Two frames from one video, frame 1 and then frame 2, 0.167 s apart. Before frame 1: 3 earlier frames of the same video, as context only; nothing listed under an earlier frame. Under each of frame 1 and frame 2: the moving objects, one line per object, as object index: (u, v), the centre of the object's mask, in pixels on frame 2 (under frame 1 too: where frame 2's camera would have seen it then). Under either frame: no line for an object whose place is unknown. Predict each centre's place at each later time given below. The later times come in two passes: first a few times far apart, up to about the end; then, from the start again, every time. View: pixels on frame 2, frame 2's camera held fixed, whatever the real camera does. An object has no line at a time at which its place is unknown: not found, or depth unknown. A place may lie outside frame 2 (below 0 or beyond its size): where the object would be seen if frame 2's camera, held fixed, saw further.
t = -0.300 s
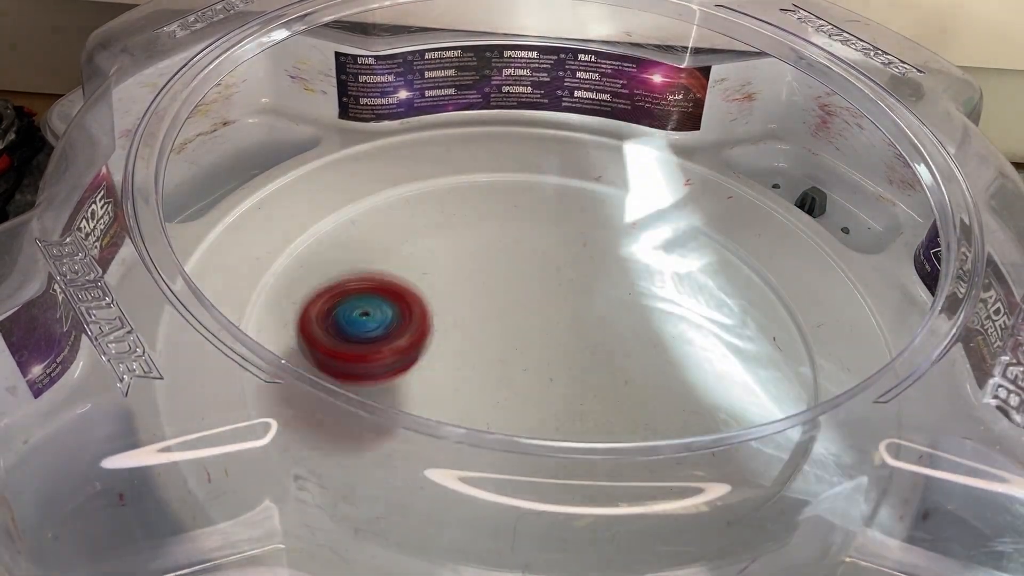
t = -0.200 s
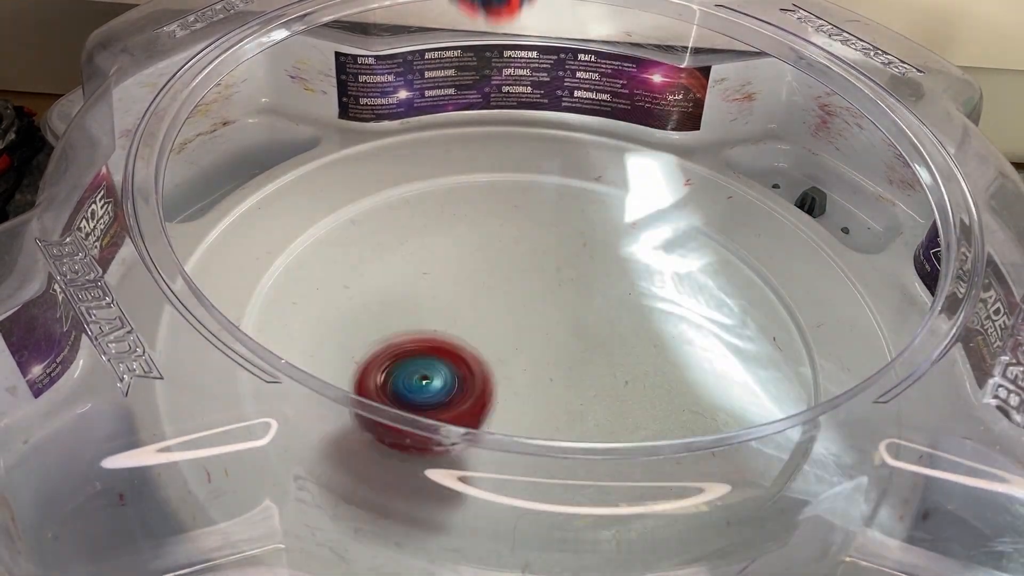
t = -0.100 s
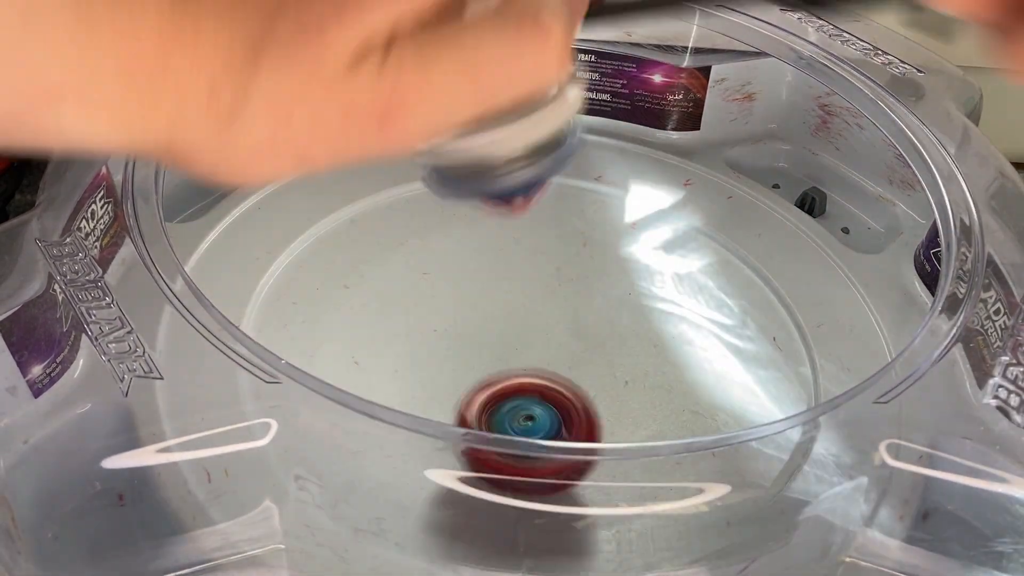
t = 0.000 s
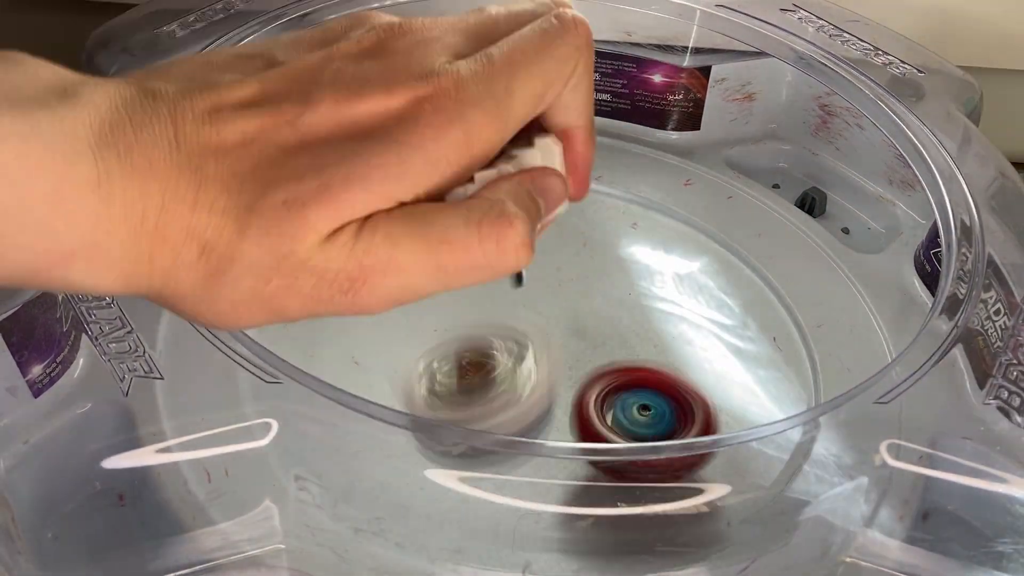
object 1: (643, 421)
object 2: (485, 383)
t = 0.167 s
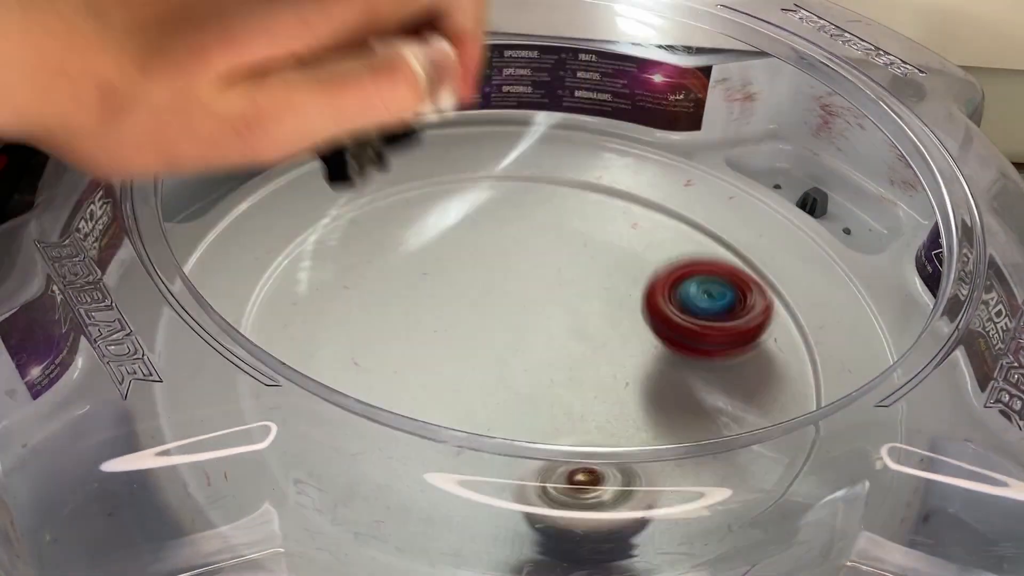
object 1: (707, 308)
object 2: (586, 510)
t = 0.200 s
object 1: (692, 282)
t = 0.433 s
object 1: (475, 215)
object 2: (580, 403)
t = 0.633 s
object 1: (325, 323)
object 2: (464, 371)
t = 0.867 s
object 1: (414, 486)
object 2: (536, 410)
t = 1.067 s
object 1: (569, 459)
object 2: (648, 297)
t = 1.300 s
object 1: (565, 269)
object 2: (483, 198)
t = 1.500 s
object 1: (516, 283)
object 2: (290, 183)
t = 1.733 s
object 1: (493, 329)
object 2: (278, 313)
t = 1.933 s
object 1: (570, 341)
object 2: (512, 425)
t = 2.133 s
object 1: (605, 282)
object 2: (686, 355)
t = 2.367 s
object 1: (497, 225)
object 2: (696, 233)
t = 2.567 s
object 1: (429, 279)
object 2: (558, 230)
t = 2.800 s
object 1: (469, 376)
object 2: (536, 300)
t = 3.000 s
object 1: (525, 429)
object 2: (626, 276)
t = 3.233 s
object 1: (618, 404)
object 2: (603, 265)
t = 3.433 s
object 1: (606, 363)
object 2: (565, 261)
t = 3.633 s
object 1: (548, 398)
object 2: (504, 240)
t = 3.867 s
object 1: (560, 442)
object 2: (447, 283)
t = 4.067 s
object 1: (578, 424)
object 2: (492, 343)
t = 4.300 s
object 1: (571, 388)
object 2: (507, 294)
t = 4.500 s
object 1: (495, 365)
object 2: (478, 243)
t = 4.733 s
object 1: (436, 368)
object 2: (448, 237)
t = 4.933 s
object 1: (469, 363)
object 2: (473, 268)
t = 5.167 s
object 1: (488, 342)
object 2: (569, 236)
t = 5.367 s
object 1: (495, 323)
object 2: (593, 162)
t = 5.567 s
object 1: (483, 320)
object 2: (556, 222)
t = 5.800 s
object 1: (445, 409)
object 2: (675, 142)
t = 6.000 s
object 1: (522, 433)
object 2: (685, 144)
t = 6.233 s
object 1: (572, 352)
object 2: (640, 262)
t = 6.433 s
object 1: (449, 324)
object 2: (761, 241)
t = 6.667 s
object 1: (397, 315)
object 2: (681, 253)
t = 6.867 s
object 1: (436, 321)
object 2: (612, 386)
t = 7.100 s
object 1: (534, 301)
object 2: (707, 487)
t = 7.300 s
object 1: (584, 280)
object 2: (686, 406)
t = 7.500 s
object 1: (610, 246)
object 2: (477, 372)
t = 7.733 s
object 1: (575, 251)
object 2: (308, 442)
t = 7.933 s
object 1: (551, 322)
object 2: (465, 417)
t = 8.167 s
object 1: (677, 328)
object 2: (313, 339)
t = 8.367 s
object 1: (696, 330)
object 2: (298, 314)
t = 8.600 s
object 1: (612, 352)
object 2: (423, 264)
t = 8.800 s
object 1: (527, 357)
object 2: (518, 211)
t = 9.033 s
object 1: (455, 339)
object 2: (598, 184)
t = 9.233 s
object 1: (427, 308)
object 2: (614, 228)
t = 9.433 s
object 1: (443, 280)
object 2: (636, 333)
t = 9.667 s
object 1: (510, 270)
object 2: (679, 422)
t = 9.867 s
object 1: (571, 283)
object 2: (645, 411)
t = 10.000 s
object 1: (602, 298)
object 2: (560, 396)
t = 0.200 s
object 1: (692, 282)
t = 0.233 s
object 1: (672, 260)
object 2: (615, 485)
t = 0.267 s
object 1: (647, 243)
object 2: (622, 466)
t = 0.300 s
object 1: (617, 229)
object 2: (624, 460)
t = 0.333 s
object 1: (582, 218)
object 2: (621, 439)
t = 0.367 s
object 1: (547, 213)
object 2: (612, 417)
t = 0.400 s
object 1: (511, 211)
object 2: (600, 410)
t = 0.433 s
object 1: (475, 215)
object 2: (580, 403)
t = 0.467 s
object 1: (446, 223)
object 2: (557, 393)
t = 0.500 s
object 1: (413, 237)
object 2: (534, 380)
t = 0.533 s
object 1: (383, 257)
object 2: (509, 373)
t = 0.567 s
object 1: (362, 281)
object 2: (484, 365)
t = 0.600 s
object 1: (342, 306)
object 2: (467, 364)
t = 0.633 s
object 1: (325, 323)
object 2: (464, 371)
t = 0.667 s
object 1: (325, 339)
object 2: (461, 378)
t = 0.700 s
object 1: (321, 372)
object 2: (464, 384)
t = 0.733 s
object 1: (317, 398)
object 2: (482, 392)
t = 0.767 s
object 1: (325, 426)
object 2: (498, 399)
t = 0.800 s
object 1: (341, 459)
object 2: (512, 406)
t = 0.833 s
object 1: (375, 475)
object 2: (522, 417)
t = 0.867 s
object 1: (414, 486)
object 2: (536, 410)
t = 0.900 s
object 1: (425, 493)
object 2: (581, 405)
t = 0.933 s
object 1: (449, 500)
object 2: (613, 392)
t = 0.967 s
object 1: (480, 502)
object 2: (635, 368)
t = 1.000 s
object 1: (513, 501)
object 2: (648, 344)
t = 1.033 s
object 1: (543, 473)
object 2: (651, 320)
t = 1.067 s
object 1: (569, 459)
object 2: (648, 297)
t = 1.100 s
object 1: (592, 424)
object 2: (633, 271)
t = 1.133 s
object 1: (605, 397)
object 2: (615, 251)
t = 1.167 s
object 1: (611, 372)
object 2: (593, 232)
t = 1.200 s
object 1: (607, 346)
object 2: (567, 221)
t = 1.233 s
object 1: (598, 318)
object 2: (539, 212)
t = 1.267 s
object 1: (584, 292)
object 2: (511, 201)
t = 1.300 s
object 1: (565, 269)
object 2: (483, 198)
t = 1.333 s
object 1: (566, 269)
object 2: (437, 180)
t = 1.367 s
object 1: (562, 272)
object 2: (398, 160)
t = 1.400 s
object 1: (551, 275)
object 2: (366, 157)
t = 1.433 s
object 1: (541, 277)
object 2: (337, 164)
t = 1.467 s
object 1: (527, 279)
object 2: (312, 172)
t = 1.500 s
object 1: (516, 283)
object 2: (290, 183)
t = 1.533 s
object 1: (508, 285)
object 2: (270, 195)
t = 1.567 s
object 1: (498, 290)
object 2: (254, 208)
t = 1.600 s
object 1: (494, 296)
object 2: (244, 224)
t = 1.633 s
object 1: (489, 303)
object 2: (242, 245)
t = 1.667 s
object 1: (487, 312)
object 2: (245, 264)
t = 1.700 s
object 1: (490, 320)
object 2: (259, 288)
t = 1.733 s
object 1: (493, 329)
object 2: (278, 313)
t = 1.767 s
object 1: (503, 338)
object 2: (310, 338)
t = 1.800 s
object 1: (511, 343)
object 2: (339, 371)
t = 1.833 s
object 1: (521, 349)
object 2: (384, 391)
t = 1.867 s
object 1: (535, 351)
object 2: (432, 407)
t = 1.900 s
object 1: (551, 348)
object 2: (478, 414)
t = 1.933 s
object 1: (570, 341)
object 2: (512, 425)
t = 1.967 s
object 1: (584, 332)
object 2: (551, 425)
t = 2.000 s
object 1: (597, 323)
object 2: (590, 406)
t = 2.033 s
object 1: (603, 312)
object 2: (611, 402)
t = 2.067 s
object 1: (608, 304)
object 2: (646, 392)
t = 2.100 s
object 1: (606, 291)
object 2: (668, 375)
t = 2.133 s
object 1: (605, 282)
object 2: (686, 355)
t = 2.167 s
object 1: (601, 271)
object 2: (702, 328)
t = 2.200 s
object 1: (587, 258)
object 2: (719, 314)
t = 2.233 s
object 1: (567, 244)
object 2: (728, 296)
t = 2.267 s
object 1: (547, 235)
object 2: (726, 279)
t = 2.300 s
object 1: (530, 228)
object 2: (721, 264)
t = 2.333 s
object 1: (513, 226)
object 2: (709, 247)
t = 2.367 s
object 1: (497, 225)
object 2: (696, 233)
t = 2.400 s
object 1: (481, 229)
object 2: (678, 222)
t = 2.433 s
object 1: (467, 234)
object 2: (658, 214)
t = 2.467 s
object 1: (452, 242)
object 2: (625, 214)
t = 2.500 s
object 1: (442, 253)
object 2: (603, 216)
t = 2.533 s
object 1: (432, 266)
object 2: (578, 220)
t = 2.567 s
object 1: (429, 279)
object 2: (558, 230)
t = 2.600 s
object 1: (427, 295)
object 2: (535, 239)
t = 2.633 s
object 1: (432, 309)
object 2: (519, 253)
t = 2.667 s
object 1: (428, 329)
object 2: (517, 260)
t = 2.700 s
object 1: (431, 345)
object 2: (518, 271)
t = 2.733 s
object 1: (437, 361)
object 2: (521, 280)
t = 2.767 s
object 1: (451, 369)
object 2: (527, 290)
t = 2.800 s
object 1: (469, 376)
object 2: (536, 300)
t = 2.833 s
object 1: (485, 384)
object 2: (548, 306)
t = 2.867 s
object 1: (490, 391)
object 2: (580, 298)
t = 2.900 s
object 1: (496, 411)
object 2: (599, 294)
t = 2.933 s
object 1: (504, 415)
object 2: (612, 289)
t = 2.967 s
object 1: (515, 424)
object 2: (621, 282)
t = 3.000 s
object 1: (525, 429)
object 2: (626, 276)
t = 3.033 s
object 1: (537, 431)
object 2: (626, 269)
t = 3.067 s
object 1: (552, 434)
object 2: (625, 265)
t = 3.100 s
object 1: (565, 435)
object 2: (623, 261)
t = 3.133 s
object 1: (582, 432)
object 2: (620, 260)
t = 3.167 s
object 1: (597, 428)
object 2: (615, 261)
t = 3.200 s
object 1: (608, 420)
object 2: (609, 262)
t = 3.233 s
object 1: (618, 404)
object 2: (603, 265)
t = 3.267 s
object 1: (625, 398)
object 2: (597, 267)
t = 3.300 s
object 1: (626, 391)
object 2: (590, 273)
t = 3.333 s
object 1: (625, 378)
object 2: (586, 280)
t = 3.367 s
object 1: (621, 371)
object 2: (582, 275)
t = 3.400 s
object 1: (614, 368)
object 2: (572, 268)
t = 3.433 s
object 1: (606, 363)
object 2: (565, 261)
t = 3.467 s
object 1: (595, 358)
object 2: (555, 261)
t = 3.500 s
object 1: (582, 357)
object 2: (546, 261)
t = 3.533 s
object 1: (569, 356)
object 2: (539, 266)
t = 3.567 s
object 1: (560, 376)
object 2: (527, 250)
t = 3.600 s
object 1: (552, 391)
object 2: (517, 242)
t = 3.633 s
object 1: (548, 398)
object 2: (504, 240)
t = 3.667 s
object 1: (547, 404)
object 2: (492, 240)
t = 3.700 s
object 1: (544, 423)
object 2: (480, 244)
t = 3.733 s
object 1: (546, 431)
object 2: (470, 249)
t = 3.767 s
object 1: (549, 436)
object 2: (460, 255)
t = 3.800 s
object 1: (552, 442)
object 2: (453, 264)
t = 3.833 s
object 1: (555, 443)
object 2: (449, 273)
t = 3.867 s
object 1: (560, 442)
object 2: (447, 283)
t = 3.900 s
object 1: (568, 457)
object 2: (448, 294)
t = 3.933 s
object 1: (572, 444)
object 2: (452, 307)
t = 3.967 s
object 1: (576, 444)
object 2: (459, 319)
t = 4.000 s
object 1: (577, 438)
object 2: (469, 334)
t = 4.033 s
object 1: (576, 428)
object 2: (482, 344)
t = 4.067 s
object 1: (578, 424)
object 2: (492, 343)
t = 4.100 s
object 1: (587, 424)
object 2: (493, 331)
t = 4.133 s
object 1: (592, 420)
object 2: (496, 326)
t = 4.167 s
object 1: (593, 406)
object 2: (499, 320)
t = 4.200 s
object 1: (592, 404)
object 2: (504, 316)
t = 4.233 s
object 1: (588, 399)
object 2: (506, 311)
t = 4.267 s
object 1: (578, 391)
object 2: (509, 307)
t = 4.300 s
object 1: (571, 388)
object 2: (507, 294)
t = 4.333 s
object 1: (562, 382)
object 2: (505, 282)
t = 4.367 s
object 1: (550, 380)
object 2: (501, 270)
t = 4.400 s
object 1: (538, 375)
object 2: (495, 260)
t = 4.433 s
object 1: (522, 370)
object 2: (490, 253)
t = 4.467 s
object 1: (509, 368)
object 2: (484, 248)
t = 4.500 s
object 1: (495, 365)
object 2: (478, 243)
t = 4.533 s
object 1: (480, 365)
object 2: (471, 238)
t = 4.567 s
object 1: (468, 363)
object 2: (466, 233)
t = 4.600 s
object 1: (456, 363)
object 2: (459, 232)
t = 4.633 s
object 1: (449, 365)
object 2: (455, 230)
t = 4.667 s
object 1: (441, 364)
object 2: (451, 231)
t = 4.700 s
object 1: (437, 367)
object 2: (448, 234)
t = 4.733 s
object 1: (436, 368)
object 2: (448, 237)
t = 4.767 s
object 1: (436, 369)
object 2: (448, 241)
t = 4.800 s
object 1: (442, 371)
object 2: (449, 245)
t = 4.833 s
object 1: (448, 371)
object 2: (451, 251)
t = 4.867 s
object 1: (456, 370)
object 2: (458, 258)
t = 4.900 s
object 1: (461, 368)
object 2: (466, 265)
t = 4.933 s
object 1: (469, 363)
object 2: (473, 268)
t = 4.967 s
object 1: (472, 364)
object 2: (488, 267)
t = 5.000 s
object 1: (479, 360)
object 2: (503, 266)
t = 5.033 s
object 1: (484, 355)
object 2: (515, 263)
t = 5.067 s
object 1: (488, 349)
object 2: (526, 261)
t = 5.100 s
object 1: (490, 345)
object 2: (538, 258)
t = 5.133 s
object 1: (488, 343)
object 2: (552, 249)
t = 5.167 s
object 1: (488, 342)
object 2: (569, 236)
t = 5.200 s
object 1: (489, 339)
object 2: (583, 221)
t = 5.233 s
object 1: (490, 337)
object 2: (592, 208)
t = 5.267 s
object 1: (491, 334)
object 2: (598, 193)
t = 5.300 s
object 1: (493, 330)
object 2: (603, 181)
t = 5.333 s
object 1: (495, 327)
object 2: (601, 167)
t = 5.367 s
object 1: (495, 323)
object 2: (593, 162)
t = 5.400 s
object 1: (496, 319)
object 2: (581, 170)
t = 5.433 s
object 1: (497, 316)
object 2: (569, 177)
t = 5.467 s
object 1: (497, 314)
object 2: (556, 186)
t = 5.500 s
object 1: (497, 310)
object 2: (548, 200)
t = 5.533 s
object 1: (498, 308)
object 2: (541, 219)
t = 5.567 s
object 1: (483, 320)
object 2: (556, 222)
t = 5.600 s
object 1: (461, 342)
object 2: (583, 203)
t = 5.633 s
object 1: (446, 361)
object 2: (607, 186)
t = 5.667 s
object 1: (439, 372)
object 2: (632, 164)
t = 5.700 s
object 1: (436, 380)
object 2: (645, 151)
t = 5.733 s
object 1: (439, 384)
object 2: (652, 153)
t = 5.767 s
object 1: (439, 402)
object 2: (663, 146)
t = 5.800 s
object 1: (445, 409)
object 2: (675, 142)
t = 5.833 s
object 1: (454, 415)
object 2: (690, 136)
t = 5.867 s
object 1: (464, 423)
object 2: (697, 133)
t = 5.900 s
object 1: (477, 428)
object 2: (701, 134)
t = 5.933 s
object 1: (491, 433)
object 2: (700, 134)
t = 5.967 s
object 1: (507, 435)
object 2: (693, 138)
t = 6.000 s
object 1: (522, 433)
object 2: (685, 144)
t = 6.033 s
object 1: (537, 426)
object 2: (678, 153)
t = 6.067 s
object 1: (551, 406)
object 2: (677, 162)
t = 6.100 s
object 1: (560, 400)
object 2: (676, 177)
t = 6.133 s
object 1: (566, 393)
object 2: (673, 197)
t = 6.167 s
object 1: (571, 380)
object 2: (663, 215)
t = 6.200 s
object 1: (573, 367)
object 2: (659, 237)
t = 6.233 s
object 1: (572, 352)
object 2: (640, 262)
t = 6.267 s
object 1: (560, 344)
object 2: (651, 278)
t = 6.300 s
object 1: (527, 343)
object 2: (691, 270)
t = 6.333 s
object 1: (500, 340)
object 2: (712, 264)
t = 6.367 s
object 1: (479, 334)
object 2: (730, 258)
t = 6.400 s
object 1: (461, 329)
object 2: (751, 251)
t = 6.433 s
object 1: (449, 324)
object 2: (761, 241)
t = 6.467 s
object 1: (438, 321)
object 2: (760, 236)
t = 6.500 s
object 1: (428, 319)
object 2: (754, 233)
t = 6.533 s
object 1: (419, 316)
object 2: (745, 229)
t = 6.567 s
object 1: (412, 316)
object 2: (727, 229)
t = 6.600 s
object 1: (407, 316)
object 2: (710, 232)
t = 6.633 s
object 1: (401, 315)
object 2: (696, 239)
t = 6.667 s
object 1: (397, 315)
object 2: (681, 253)
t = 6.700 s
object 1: (398, 316)
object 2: (662, 270)
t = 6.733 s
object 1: (401, 315)
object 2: (643, 295)
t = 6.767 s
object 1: (404, 317)
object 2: (628, 315)
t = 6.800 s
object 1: (413, 320)
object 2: (618, 339)
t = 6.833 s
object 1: (425, 320)
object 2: (614, 364)
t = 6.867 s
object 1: (436, 321)
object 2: (612, 386)
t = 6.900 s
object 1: (450, 321)
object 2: (614, 399)
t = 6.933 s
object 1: (465, 319)
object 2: (621, 423)
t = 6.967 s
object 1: (479, 316)
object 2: (634, 444)
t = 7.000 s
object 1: (494, 314)
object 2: (647, 460)
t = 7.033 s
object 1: (509, 310)
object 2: (661, 462)
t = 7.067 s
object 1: (521, 305)
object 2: (685, 487)
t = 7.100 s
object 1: (534, 301)
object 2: (707, 487)
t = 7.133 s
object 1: (545, 297)
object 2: (724, 483)
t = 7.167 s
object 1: (554, 293)
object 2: (739, 477)
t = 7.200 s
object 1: (564, 290)
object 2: (738, 461)
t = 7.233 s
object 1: (572, 285)
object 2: (734, 447)
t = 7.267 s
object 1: (578, 283)
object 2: (710, 428)
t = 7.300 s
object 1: (584, 280)
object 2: (686, 406)
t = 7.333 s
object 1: (590, 276)
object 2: (660, 396)
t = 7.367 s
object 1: (594, 273)
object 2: (620, 378)
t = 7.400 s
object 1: (600, 267)
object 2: (589, 360)
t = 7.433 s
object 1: (604, 261)
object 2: (553, 357)
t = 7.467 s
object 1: (610, 253)
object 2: (513, 366)
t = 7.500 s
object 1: (610, 246)
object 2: (477, 372)
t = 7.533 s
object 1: (611, 241)
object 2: (442, 377)
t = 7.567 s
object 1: (608, 236)
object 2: (416, 379)
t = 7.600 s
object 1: (604, 234)
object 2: (380, 396)
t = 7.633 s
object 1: (598, 233)
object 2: (358, 403)
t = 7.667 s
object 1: (590, 237)
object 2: (334, 417)
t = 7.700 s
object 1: (584, 242)
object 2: (311, 438)
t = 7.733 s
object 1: (575, 251)
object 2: (308, 442)
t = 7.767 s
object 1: (570, 261)
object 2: (322, 457)
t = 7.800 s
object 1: (564, 272)
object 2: (347, 465)
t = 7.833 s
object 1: (559, 284)
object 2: (375, 467)
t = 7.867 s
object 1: (555, 297)
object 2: (405, 461)
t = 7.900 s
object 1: (553, 310)
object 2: (441, 440)
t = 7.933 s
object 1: (551, 322)
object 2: (465, 417)
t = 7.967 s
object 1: (558, 330)
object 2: (475, 392)
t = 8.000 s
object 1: (589, 330)
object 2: (436, 385)
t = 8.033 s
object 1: (618, 328)
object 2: (405, 377)
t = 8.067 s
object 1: (640, 328)
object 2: (377, 369)
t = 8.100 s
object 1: (657, 327)
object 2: (353, 359)
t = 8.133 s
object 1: (667, 327)
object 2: (334, 350)
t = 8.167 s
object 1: (677, 328)
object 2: (313, 339)
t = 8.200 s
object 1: (685, 328)
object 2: (297, 331)
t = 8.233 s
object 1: (691, 326)
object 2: (280, 320)
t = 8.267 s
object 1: (696, 327)
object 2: (274, 314)
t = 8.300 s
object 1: (698, 328)
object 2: (279, 316)
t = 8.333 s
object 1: (700, 329)
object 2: (288, 317)
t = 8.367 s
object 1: (696, 330)
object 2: (298, 314)
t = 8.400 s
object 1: (689, 332)
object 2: (310, 310)
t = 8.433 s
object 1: (682, 334)
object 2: (328, 302)
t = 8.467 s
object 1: (670, 337)
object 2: (347, 294)
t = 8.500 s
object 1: (657, 342)
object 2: (364, 288)
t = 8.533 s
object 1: (644, 344)
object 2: (384, 279)
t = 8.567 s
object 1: (629, 348)
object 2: (403, 276)
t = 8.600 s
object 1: (612, 352)
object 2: (423, 264)
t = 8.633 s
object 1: (598, 354)
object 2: (440, 256)
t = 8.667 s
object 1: (583, 355)
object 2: (459, 249)
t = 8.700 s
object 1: (568, 357)
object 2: (474, 236)
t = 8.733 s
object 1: (555, 358)
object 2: (489, 226)
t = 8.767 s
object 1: (542, 357)
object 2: (504, 217)
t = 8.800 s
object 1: (527, 357)
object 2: (518, 211)
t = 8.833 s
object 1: (516, 356)
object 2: (531, 203)
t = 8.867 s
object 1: (504, 354)
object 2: (544, 199)
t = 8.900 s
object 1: (492, 352)
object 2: (553, 192)
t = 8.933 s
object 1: (482, 350)
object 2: (569, 188)
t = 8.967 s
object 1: (473, 346)
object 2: (579, 184)
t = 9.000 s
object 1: (463, 342)
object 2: (591, 180)
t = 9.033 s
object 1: (455, 339)
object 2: (598, 184)
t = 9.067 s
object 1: (449, 334)
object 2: (603, 185)
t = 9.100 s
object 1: (442, 329)
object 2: (607, 188)
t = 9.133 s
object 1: (437, 324)
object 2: (608, 193)
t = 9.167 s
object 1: (434, 318)
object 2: (612, 201)
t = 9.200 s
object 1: (430, 313)
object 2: (614, 215)
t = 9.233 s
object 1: (427, 308)
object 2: (614, 228)
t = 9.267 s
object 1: (428, 302)
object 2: (613, 248)
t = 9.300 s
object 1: (427, 296)
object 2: (615, 265)
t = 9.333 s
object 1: (428, 292)
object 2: (619, 281)
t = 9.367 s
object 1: (433, 287)
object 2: (624, 299)
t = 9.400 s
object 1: (437, 283)
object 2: (631, 315)
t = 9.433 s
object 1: (443, 280)
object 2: (636, 333)
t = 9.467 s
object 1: (451, 277)
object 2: (642, 348)
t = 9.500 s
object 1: (459, 274)
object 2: (649, 363)
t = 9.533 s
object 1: (468, 273)
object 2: (652, 378)
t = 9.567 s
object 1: (479, 271)
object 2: (662, 392)
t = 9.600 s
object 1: (487, 270)
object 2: (664, 402)
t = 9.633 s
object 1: (498, 270)
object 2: (666, 407)
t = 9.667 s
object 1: (510, 270)
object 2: (679, 422)
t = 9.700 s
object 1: (519, 271)
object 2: (678, 427)
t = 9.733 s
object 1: (530, 273)
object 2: (676, 435)
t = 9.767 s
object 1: (541, 274)
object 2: (680, 433)
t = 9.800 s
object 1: (550, 277)
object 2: (677, 434)
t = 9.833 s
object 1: (562, 280)
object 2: (663, 431)
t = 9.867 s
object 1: (571, 283)
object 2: (645, 411)
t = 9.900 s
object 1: (579, 287)
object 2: (627, 408)
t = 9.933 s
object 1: (588, 291)
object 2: (609, 404)
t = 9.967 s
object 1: (595, 293)
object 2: (583, 399)
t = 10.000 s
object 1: (602, 298)
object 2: (560, 396)
